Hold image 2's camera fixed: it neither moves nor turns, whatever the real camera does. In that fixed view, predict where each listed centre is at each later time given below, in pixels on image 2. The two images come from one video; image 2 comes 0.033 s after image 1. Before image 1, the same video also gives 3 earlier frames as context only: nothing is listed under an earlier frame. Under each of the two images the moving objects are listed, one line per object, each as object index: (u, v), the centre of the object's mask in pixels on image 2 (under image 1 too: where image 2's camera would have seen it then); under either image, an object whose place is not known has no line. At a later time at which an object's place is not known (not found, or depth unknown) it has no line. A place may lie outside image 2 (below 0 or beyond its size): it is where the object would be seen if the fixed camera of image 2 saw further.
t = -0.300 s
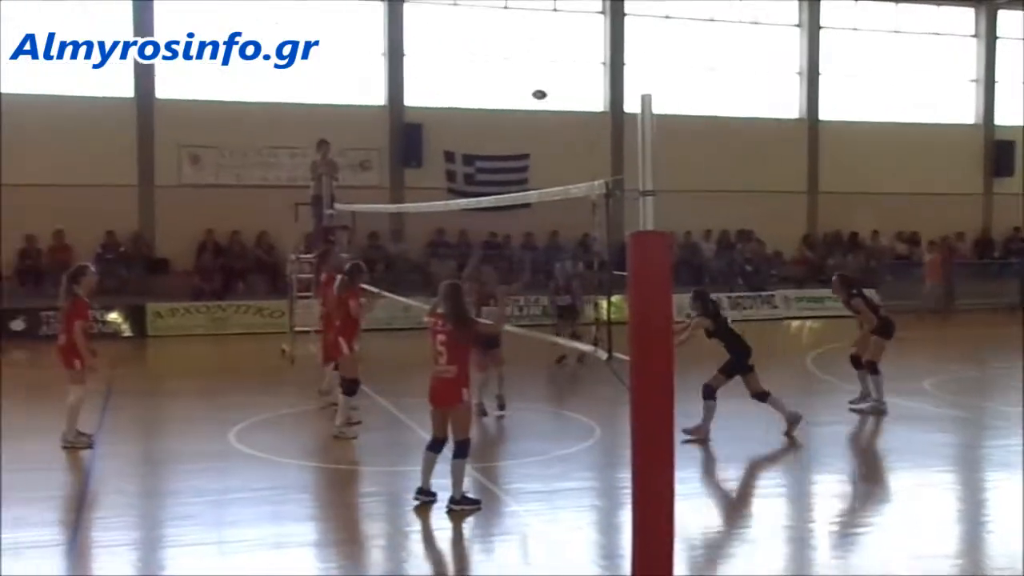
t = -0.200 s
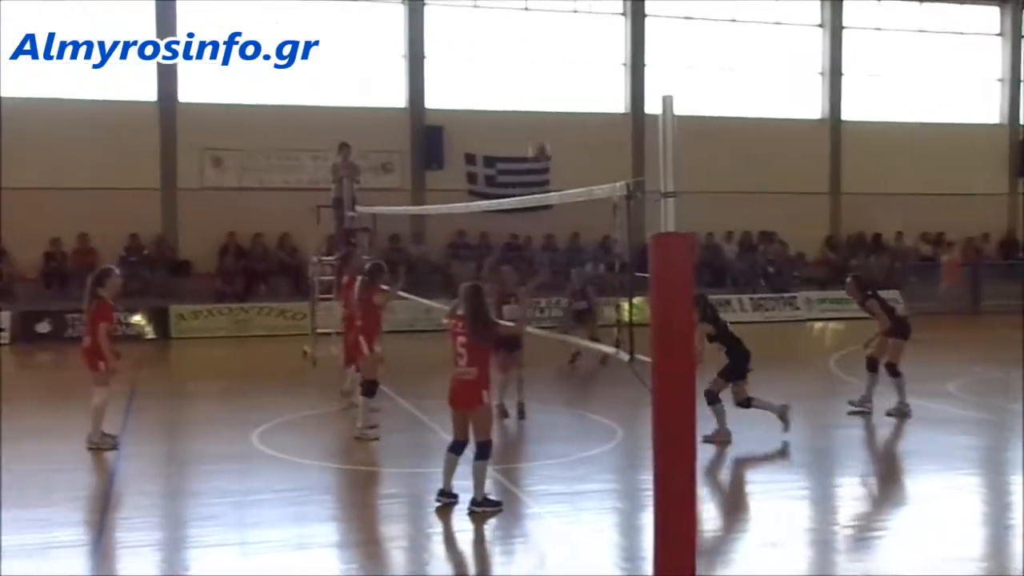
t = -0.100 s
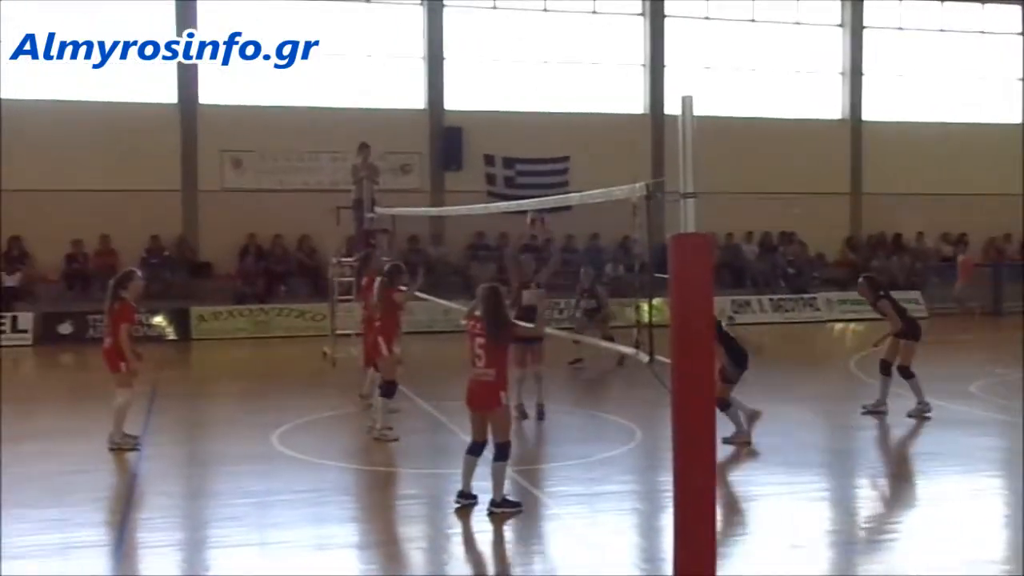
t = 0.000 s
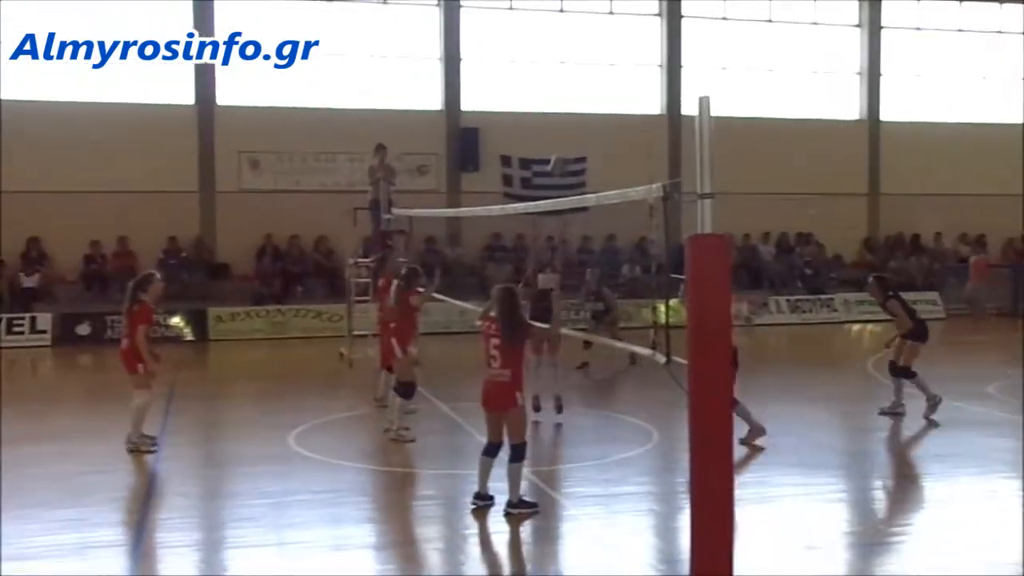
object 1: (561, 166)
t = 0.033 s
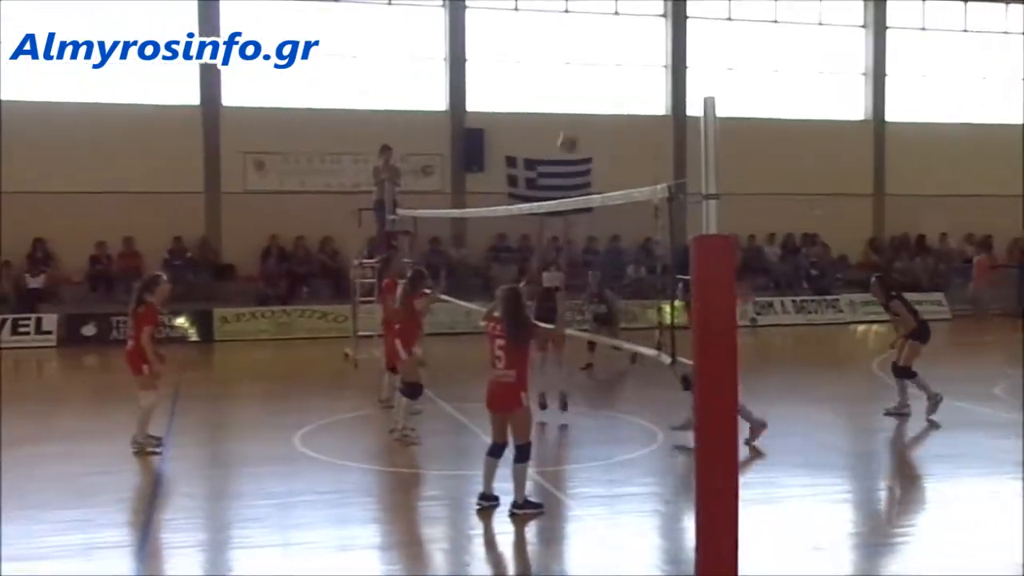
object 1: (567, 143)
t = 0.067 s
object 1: (574, 122)
